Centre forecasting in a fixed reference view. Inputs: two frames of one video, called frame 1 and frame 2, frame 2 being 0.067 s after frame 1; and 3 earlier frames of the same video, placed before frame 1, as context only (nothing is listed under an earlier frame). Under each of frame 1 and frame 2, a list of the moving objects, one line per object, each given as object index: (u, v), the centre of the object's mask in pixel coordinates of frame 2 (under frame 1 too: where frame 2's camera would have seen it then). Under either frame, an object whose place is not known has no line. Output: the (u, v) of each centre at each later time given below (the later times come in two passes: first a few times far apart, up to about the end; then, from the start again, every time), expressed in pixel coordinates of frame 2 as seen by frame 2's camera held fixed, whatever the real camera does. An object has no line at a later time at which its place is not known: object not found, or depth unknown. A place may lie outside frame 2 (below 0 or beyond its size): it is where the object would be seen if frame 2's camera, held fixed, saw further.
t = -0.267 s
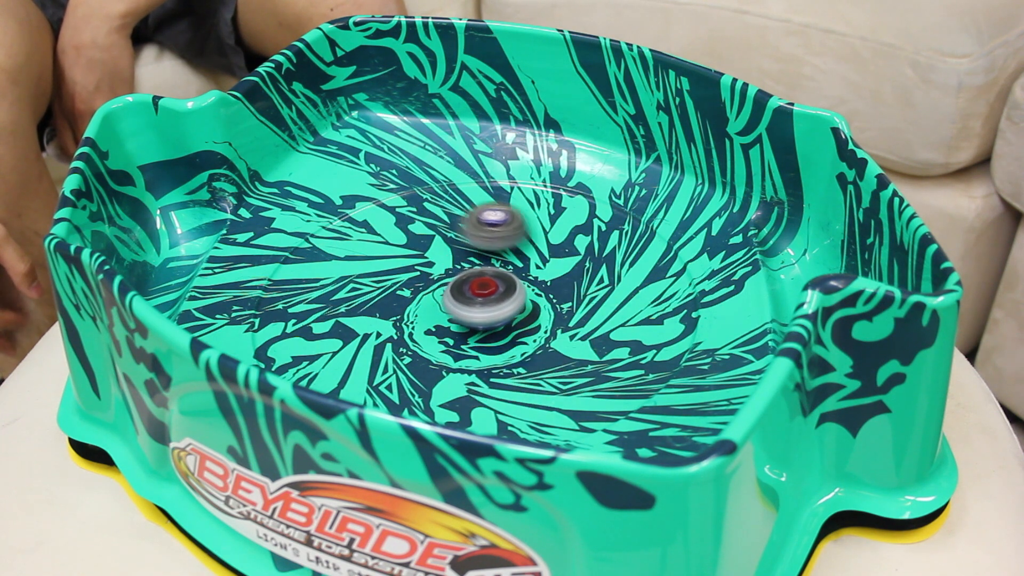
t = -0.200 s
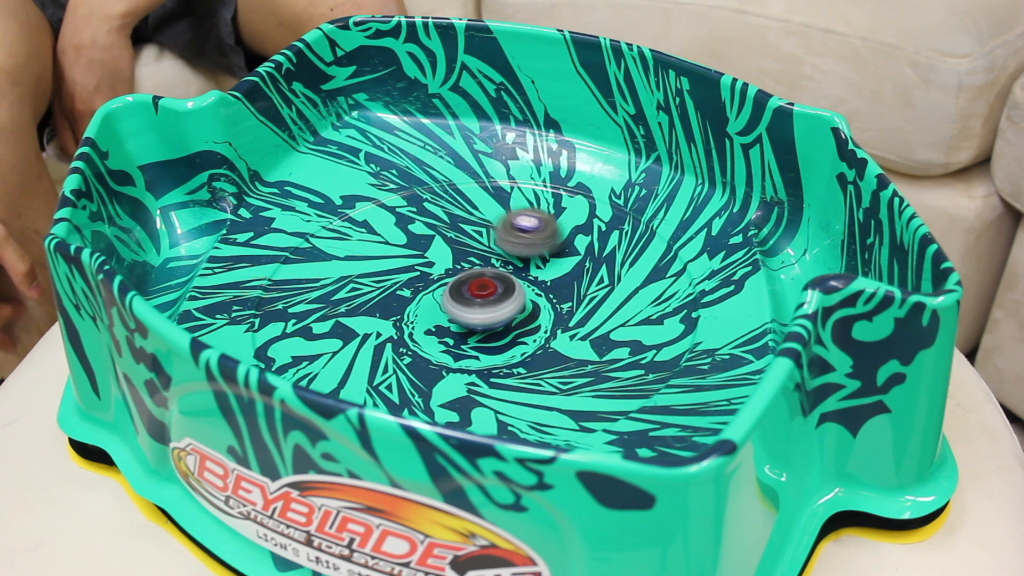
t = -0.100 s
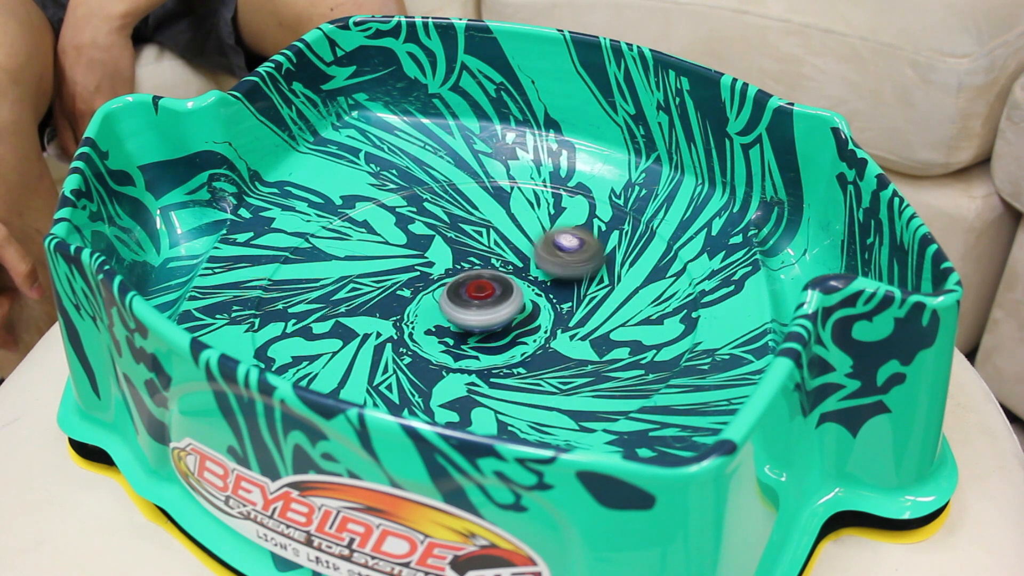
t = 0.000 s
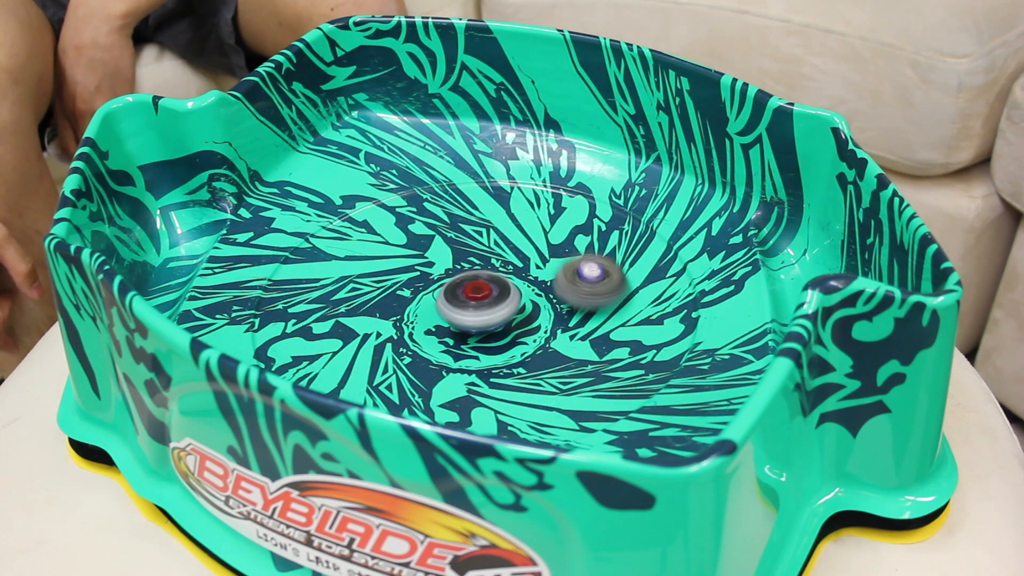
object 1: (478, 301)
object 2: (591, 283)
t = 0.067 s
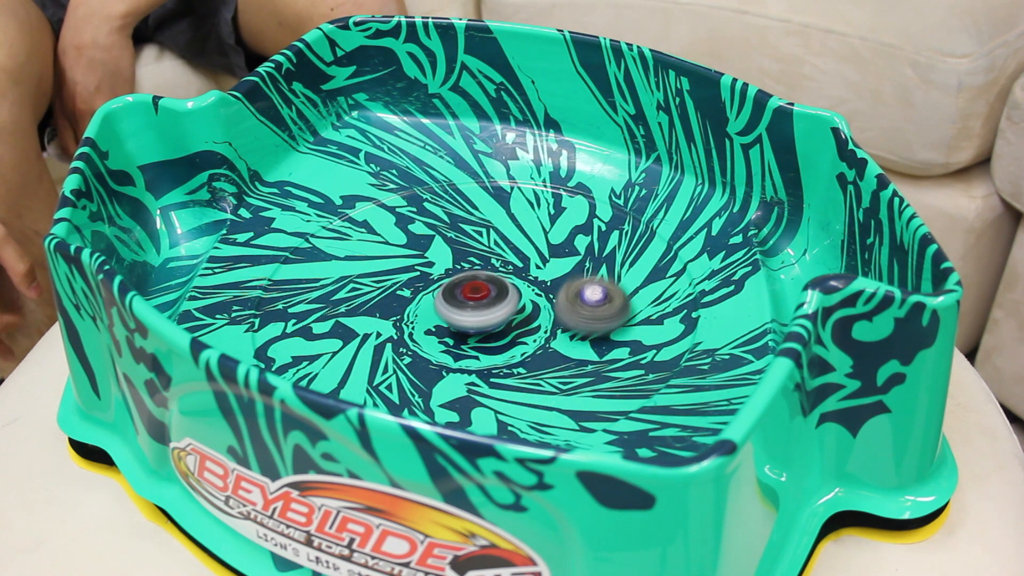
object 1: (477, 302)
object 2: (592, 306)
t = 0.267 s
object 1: (469, 302)
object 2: (530, 366)
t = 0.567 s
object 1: (459, 301)
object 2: (371, 351)
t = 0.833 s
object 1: (455, 299)
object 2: (370, 267)
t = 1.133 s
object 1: (455, 293)
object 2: (504, 233)
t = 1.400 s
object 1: (458, 287)
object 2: (586, 292)
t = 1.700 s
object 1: (464, 284)
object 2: (497, 369)
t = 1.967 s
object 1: (471, 285)
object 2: (374, 334)
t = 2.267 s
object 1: (479, 286)
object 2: (415, 253)
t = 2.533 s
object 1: (484, 288)
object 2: (534, 247)
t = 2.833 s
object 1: (486, 292)
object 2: (566, 330)
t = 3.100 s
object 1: (485, 295)
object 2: (441, 366)
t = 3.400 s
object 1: (481, 299)
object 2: (366, 295)
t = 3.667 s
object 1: (474, 301)
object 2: (448, 239)
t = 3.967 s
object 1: (465, 301)
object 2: (564, 274)
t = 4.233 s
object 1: (459, 299)
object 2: (534, 350)
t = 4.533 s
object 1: (457, 295)
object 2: (394, 350)
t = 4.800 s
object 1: (459, 291)
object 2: (383, 277)
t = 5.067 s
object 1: (464, 288)
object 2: (486, 240)
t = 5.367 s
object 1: (469, 285)
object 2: (574, 297)
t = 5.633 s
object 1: (476, 285)
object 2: (500, 361)
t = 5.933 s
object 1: (481, 286)
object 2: (377, 326)
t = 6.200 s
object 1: (485, 290)
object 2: (412, 256)
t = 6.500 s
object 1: (486, 294)
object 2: (535, 252)
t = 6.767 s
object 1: (482, 298)
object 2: (563, 320)
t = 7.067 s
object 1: (476, 299)
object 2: (443, 362)
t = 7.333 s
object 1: (468, 300)
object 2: (371, 308)
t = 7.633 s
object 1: (461, 299)
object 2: (449, 246)
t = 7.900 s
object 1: (458, 297)
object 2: (551, 269)
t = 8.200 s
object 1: (458, 292)
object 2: (538, 344)
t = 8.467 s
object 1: (462, 289)
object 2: (424, 356)
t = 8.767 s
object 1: (469, 287)
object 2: (386, 287)
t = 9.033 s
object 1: (475, 287)
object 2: (474, 241)
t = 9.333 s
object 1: (482, 288)
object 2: (564, 288)
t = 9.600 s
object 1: (485, 290)
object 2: (512, 351)
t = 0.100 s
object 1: (475, 302)
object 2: (589, 317)
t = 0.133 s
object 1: (474, 302)
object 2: (582, 330)
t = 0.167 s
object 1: (473, 302)
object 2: (573, 340)
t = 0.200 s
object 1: (472, 302)
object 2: (562, 350)
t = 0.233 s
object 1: (470, 302)
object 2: (546, 358)
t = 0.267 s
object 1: (469, 302)
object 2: (530, 366)
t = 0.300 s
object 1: (468, 302)
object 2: (512, 371)
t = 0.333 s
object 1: (466, 302)
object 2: (492, 375)
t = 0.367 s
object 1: (465, 301)
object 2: (471, 377)
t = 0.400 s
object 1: (463, 301)
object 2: (450, 378)
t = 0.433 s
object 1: (463, 301)
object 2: (432, 376)
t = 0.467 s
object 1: (462, 301)
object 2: (412, 372)
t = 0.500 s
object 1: (461, 301)
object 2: (400, 367)
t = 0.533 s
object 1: (460, 301)
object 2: (384, 360)
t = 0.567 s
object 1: (459, 301)
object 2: (371, 351)
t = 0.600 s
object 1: (458, 301)
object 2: (362, 340)
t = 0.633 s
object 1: (457, 301)
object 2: (355, 330)
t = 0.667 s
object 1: (457, 300)
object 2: (351, 320)
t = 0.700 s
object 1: (456, 300)
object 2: (350, 309)
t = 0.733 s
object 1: (456, 300)
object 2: (351, 298)
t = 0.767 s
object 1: (455, 299)
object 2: (355, 288)
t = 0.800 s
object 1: (455, 299)
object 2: (362, 277)
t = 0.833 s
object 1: (455, 299)
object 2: (370, 267)
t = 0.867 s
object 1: (454, 298)
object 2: (382, 258)
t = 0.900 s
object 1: (454, 297)
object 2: (394, 250)
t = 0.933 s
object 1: (454, 297)
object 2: (408, 243)
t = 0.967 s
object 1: (454, 296)
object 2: (423, 238)
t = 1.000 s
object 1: (454, 296)
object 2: (438, 235)
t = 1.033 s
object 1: (454, 295)
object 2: (454, 233)
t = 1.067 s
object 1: (454, 294)
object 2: (471, 231)
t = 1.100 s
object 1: (455, 294)
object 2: (486, 231)
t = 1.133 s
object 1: (455, 293)
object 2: (504, 233)
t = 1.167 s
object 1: (455, 292)
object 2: (520, 237)
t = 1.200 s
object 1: (455, 292)
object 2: (535, 241)
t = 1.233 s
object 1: (455, 291)
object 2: (550, 248)
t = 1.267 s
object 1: (456, 290)
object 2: (561, 255)
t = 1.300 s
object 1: (456, 289)
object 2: (570, 263)
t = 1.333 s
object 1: (457, 289)
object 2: (578, 272)
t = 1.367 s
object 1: (458, 288)
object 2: (583, 281)
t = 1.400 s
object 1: (458, 287)
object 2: (586, 292)
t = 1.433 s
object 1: (459, 287)
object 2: (586, 302)
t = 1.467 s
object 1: (459, 286)
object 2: (584, 313)
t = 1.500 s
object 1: (460, 286)
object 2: (579, 324)
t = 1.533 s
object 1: (461, 285)
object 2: (571, 335)
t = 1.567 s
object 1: (461, 285)
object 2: (561, 344)
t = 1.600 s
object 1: (462, 285)
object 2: (547, 353)
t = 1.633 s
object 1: (463, 285)
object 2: (532, 360)
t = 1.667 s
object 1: (464, 285)
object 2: (515, 365)
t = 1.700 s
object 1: (464, 284)
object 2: (497, 369)
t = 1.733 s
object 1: (465, 284)
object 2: (476, 371)
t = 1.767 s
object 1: (466, 284)
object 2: (457, 372)
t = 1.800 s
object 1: (467, 284)
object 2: (438, 370)
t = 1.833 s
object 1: (468, 284)
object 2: (421, 365)
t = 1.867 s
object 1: (468, 284)
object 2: (407, 361)
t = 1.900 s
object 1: (469, 284)
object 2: (394, 353)
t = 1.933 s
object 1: (470, 284)
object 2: (383, 344)
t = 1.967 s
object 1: (471, 285)
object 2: (374, 334)
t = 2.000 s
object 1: (472, 285)
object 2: (370, 326)
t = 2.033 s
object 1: (473, 285)
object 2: (368, 316)
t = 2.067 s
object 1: (473, 285)
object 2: (367, 306)
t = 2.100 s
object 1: (474, 285)
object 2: (370, 295)
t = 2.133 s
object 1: (476, 285)
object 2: (375, 286)
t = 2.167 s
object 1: (477, 285)
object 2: (382, 277)
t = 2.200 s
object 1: (478, 285)
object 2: (392, 267)
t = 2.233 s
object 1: (478, 285)
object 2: (402, 259)
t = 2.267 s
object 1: (479, 286)
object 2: (415, 253)
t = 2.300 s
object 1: (480, 286)
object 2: (428, 247)
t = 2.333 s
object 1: (481, 286)
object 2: (441, 242)
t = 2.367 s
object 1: (482, 286)
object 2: (456, 239)
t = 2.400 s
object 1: (482, 286)
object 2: (473, 236)
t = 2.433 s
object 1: (483, 287)
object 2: (487, 236)
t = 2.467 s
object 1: (483, 287)
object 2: (505, 238)
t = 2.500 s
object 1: (484, 288)
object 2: (521, 243)
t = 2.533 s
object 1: (484, 288)
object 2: (534, 247)
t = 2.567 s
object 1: (485, 288)
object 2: (547, 254)
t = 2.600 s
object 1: (485, 289)
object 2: (558, 261)
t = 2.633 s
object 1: (485, 289)
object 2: (566, 269)
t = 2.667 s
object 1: (486, 290)
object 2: (573, 277)
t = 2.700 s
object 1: (486, 290)
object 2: (577, 288)
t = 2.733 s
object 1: (486, 290)
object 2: (578, 298)
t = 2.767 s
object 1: (486, 291)
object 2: (577, 308)
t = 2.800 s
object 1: (486, 291)
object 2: (573, 319)
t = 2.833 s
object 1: (486, 292)
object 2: (566, 330)
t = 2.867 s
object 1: (486, 292)
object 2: (556, 339)
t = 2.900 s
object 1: (486, 293)
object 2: (543, 347)
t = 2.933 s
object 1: (486, 293)
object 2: (529, 354)
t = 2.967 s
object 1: (486, 294)
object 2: (512, 360)
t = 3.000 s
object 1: (486, 294)
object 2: (495, 364)
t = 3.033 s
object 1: (486, 294)
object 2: (477, 366)
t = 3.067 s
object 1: (485, 295)
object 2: (458, 367)
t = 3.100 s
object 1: (485, 295)
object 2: (441, 366)
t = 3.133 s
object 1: (485, 296)
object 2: (424, 362)
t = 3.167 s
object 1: (485, 296)
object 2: (409, 358)
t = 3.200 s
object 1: (484, 297)
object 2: (396, 352)
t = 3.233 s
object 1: (484, 297)
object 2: (384, 343)
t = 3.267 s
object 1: (484, 298)
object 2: (375, 334)
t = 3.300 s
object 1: (483, 298)
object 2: (369, 325)
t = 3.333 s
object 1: (482, 298)
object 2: (366, 315)
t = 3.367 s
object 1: (482, 299)
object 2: (364, 305)
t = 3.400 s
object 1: (481, 299)
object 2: (366, 295)
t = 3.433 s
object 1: (480, 299)
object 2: (370, 285)
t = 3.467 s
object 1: (479, 300)
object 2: (376, 276)
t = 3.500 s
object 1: (479, 300)
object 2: (384, 267)
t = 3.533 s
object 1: (477, 300)
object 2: (395, 259)
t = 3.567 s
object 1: (476, 301)
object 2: (406, 253)
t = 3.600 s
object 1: (476, 301)
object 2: (420, 247)
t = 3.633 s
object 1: (475, 301)
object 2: (435, 242)
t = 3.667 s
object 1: (474, 301)
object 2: (448, 239)
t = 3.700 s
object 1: (473, 301)
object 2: (464, 238)
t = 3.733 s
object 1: (471, 301)
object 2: (478, 238)
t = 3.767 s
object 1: (471, 301)
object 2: (493, 239)
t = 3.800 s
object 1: (470, 301)
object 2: (508, 242)
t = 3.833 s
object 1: (468, 301)
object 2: (523, 246)
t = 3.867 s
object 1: (467, 301)
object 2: (535, 251)
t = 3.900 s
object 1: (467, 301)
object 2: (548, 259)
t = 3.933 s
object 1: (466, 301)
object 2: (557, 266)
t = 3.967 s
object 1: (465, 301)
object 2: (564, 274)
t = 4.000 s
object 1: (464, 301)
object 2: (570, 284)
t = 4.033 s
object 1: (463, 301)
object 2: (572, 294)
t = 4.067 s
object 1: (463, 300)
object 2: (572, 303)
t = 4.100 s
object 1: (462, 300)
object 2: (570, 313)
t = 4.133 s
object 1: (461, 300)
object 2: (565, 324)
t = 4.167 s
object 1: (461, 299)
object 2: (557, 334)
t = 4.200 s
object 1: (460, 299)
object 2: (547, 342)
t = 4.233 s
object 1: (459, 299)
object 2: (534, 350)
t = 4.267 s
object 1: (459, 299)
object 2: (520, 357)
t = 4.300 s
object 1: (459, 299)
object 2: (505, 362)
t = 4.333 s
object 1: (458, 298)
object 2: (487, 365)
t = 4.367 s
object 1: (458, 298)
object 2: (468, 367)
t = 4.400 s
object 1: (457, 297)
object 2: (452, 367)
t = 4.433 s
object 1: (457, 297)
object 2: (435, 365)
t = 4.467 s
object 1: (457, 296)
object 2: (420, 361)
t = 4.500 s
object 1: (457, 296)
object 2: (407, 357)
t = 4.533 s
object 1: (457, 295)
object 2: (394, 350)
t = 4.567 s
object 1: (457, 295)
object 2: (383, 342)
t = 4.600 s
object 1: (457, 295)
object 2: (375, 332)
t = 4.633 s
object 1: (457, 294)
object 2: (371, 324)
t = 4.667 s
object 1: (457, 293)
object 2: (368, 315)
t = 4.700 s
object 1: (458, 293)
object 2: (368, 305)
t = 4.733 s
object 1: (458, 292)
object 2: (372, 295)
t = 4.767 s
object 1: (458, 292)
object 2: (377, 286)
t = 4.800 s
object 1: (459, 291)
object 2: (383, 277)
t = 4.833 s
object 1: (459, 291)
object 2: (393, 267)
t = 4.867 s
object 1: (460, 290)
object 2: (402, 260)
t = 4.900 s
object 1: (460, 290)
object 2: (415, 253)
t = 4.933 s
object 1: (461, 289)
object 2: (427, 247)
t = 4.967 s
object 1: (462, 289)
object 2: (440, 243)
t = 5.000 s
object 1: (462, 288)
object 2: (455, 240)
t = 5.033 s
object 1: (463, 288)
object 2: (473, 239)
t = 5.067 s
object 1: (464, 288)
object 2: (486, 240)
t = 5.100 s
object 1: (464, 287)
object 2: (502, 242)
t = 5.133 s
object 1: (465, 287)
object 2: (516, 246)
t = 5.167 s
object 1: (465, 287)
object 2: (528, 250)
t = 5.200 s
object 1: (466, 286)
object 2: (541, 256)
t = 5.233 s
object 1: (466, 286)
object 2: (551, 262)
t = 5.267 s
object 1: (467, 286)
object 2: (561, 269)
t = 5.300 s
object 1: (468, 286)
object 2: (567, 277)
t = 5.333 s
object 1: (468, 286)
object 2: (572, 287)
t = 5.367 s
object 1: (469, 285)
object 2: (574, 297)
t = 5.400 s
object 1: (470, 285)
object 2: (573, 306)
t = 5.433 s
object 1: (471, 285)
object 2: (570, 316)
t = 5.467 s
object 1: (472, 285)
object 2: (564, 327)
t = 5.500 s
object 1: (473, 285)
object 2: (556, 336)
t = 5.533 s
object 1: (474, 285)
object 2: (544, 344)
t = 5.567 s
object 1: (475, 285)
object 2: (531, 351)
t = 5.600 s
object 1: (476, 285)
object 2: (516, 358)
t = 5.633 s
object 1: (476, 285)
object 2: (500, 361)
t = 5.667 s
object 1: (477, 285)
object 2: (482, 363)
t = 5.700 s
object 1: (478, 285)
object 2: (465, 365)
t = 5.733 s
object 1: (479, 285)
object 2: (448, 364)
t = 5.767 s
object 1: (479, 285)
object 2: (432, 360)
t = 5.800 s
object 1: (480, 286)
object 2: (416, 357)
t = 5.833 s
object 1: (480, 286)
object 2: (404, 351)
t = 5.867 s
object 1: (480, 286)
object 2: (393, 343)
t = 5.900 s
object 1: (481, 286)
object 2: (383, 334)
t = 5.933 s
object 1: (481, 286)
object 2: (377, 326)
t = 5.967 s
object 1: (482, 287)
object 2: (374, 317)
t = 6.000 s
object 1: (482, 287)
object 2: (372, 307)
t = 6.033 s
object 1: (483, 288)
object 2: (375, 297)
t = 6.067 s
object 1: (483, 288)
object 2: (378, 289)
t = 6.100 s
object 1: (484, 289)
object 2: (383, 279)
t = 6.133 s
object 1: (484, 289)
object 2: (392, 270)
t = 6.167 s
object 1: (484, 289)
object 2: (401, 263)
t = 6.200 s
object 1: (485, 290)
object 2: (412, 256)
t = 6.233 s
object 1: (485, 290)
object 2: (425, 250)
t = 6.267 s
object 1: (485, 291)
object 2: (438, 246)
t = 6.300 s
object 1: (485, 291)
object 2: (450, 243)
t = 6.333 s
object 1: (486, 291)
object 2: (466, 240)
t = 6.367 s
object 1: (486, 292)
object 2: (479, 239)
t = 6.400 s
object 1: (486, 293)
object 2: (494, 240)
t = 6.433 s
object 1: (486, 293)
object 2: (509, 243)
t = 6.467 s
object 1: (486, 294)
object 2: (522, 247)
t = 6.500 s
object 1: (486, 294)
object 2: (535, 252)
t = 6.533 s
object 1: (485, 295)
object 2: (546, 259)
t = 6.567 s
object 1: (485, 295)
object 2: (554, 265)
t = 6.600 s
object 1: (485, 295)
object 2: (561, 273)
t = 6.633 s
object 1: (485, 296)
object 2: (566, 281)
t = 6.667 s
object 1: (484, 296)
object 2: (569, 292)
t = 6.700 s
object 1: (484, 297)
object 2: (570, 301)
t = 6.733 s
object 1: (483, 297)
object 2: (567, 310)
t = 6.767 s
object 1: (482, 298)
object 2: (563, 320)
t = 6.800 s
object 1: (482, 298)
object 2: (556, 329)
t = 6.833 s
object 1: (481, 298)
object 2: (547, 338)
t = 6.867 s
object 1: (480, 299)
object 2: (535, 345)
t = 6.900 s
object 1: (479, 299)
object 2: (522, 351)
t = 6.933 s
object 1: (479, 299)
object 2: (507, 357)
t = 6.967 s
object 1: (478, 299)
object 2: (491, 360)
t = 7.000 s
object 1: (477, 299)
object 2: (475, 362)
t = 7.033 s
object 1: (476, 299)
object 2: (458, 363)
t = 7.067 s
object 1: (476, 299)
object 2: (443, 362)
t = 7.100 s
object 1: (475, 300)
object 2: (427, 358)
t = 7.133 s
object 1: (474, 300)
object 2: (414, 356)
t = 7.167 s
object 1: (473, 300)
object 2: (401, 350)
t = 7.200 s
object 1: (472, 300)
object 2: (390, 343)
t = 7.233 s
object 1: (471, 300)
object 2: (382, 334)
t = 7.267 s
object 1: (470, 300)
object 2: (376, 326)
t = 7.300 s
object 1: (469, 300)
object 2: (373, 318)
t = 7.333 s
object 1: (468, 300)
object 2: (371, 308)
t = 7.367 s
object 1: (467, 300)
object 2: (373, 299)
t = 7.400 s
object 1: (466, 300)
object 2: (377, 291)
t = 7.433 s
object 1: (465, 300)
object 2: (382, 281)
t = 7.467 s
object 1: (464, 300)
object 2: (390, 274)
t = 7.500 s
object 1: (463, 299)
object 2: (400, 265)
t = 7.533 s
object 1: (463, 299)
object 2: (410, 259)
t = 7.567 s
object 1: (462, 299)
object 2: (423, 253)
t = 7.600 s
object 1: (461, 299)
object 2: (435, 249)
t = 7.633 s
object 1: (461, 299)
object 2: (449, 246)
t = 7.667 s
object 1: (461, 299)
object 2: (463, 244)
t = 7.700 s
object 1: (460, 298)
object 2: (477, 244)
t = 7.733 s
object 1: (460, 298)
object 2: (490, 245)
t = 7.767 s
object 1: (460, 298)
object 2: (505, 247)
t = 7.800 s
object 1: (459, 298)
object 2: (518, 251)
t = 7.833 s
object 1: (459, 298)
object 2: (531, 256)
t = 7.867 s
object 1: (458, 297)
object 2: (543, 262)
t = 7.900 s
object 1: (458, 297)
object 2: (551, 269)
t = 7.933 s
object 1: (458, 297)
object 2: (558, 275)
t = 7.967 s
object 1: (457, 296)
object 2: (563, 284)
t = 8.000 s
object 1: (457, 296)
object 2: (566, 293)
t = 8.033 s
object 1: (457, 295)
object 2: (567, 301)
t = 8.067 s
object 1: (458, 294)
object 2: (566, 310)
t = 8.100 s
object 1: (458, 294)
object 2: (562, 319)
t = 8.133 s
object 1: (458, 293)
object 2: (557, 329)
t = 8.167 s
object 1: (458, 293)
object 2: (549, 337)
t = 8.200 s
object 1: (458, 292)
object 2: (538, 344)
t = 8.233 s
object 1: (459, 292)
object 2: (526, 351)
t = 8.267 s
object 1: (459, 291)
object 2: (513, 356)
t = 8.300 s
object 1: (460, 291)
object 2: (499, 360)
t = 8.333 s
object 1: (460, 291)
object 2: (483, 361)
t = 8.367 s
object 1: (461, 290)
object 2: (467, 363)
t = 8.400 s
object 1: (461, 290)
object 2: (451, 363)
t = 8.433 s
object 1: (462, 290)
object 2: (436, 360)
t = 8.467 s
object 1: (462, 289)
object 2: (424, 356)
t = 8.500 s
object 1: (463, 289)
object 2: (412, 352)
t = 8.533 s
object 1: (464, 288)
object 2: (401, 345)
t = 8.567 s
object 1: (464, 288)
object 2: (392, 338)
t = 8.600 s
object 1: (465, 287)
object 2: (385, 329)
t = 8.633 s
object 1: (465, 287)
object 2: (381, 322)
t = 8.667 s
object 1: (466, 287)
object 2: (379, 314)
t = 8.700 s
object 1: (467, 287)
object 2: (380, 304)
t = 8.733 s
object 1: (468, 287)
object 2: (382, 295)
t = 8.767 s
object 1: (469, 287)
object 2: (386, 287)
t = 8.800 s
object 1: (470, 287)
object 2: (392, 279)
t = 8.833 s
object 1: (471, 287)
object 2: (400, 271)
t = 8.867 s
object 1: (471, 287)
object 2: (408, 263)
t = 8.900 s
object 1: (472, 287)
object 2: (419, 257)
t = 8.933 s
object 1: (473, 287)
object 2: (430, 252)
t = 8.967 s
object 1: (474, 287)
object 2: (442, 246)
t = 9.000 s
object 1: (474, 287)
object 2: (456, 243)
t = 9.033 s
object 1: (475, 287)
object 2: (474, 241)
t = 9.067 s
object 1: (476, 288)
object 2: (486, 242)
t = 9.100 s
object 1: (477, 288)
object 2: (502, 244)
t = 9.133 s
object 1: (478, 288)
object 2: (517, 248)
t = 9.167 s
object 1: (479, 288)
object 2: (528, 252)
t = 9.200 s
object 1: (480, 288)
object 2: (539, 258)
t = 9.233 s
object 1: (480, 288)
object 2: (549, 265)
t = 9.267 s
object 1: (481, 288)
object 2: (555, 271)
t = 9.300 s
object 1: (481, 288)
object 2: (560, 279)
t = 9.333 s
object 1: (482, 288)
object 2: (564, 288)
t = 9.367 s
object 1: (482, 288)
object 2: (566, 298)
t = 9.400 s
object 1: (483, 289)
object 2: (564, 306)
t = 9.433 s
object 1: (483, 289)
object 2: (561, 315)
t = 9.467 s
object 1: (483, 289)
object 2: (555, 324)
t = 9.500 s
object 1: (484, 289)
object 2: (547, 333)
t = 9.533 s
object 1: (484, 289)
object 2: (537, 340)
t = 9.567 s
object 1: (484, 290)
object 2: (525, 347)
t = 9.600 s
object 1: (485, 290)
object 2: (512, 351)
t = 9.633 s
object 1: (485, 290)
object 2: (497, 355)
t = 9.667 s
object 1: (485, 290)
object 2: (482, 357)
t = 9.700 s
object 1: (485, 291)
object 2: (466, 359)
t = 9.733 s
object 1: (485, 291)
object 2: (450, 359)
